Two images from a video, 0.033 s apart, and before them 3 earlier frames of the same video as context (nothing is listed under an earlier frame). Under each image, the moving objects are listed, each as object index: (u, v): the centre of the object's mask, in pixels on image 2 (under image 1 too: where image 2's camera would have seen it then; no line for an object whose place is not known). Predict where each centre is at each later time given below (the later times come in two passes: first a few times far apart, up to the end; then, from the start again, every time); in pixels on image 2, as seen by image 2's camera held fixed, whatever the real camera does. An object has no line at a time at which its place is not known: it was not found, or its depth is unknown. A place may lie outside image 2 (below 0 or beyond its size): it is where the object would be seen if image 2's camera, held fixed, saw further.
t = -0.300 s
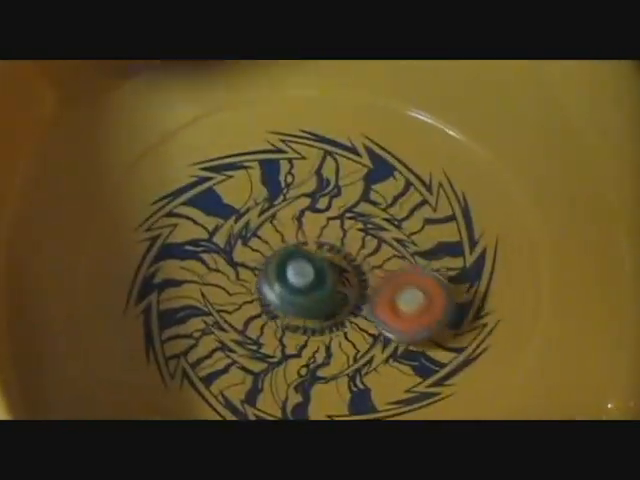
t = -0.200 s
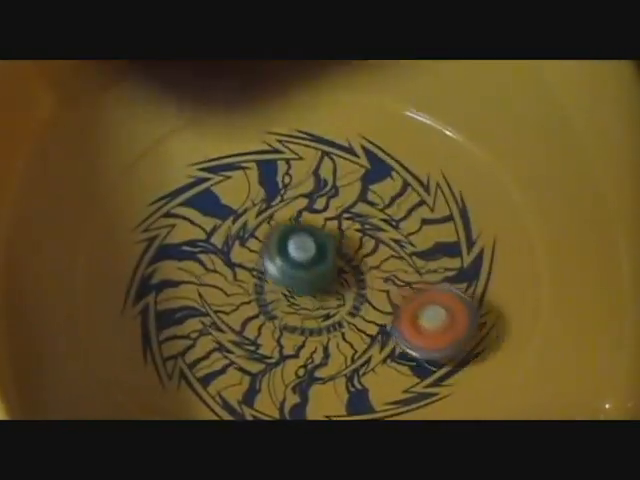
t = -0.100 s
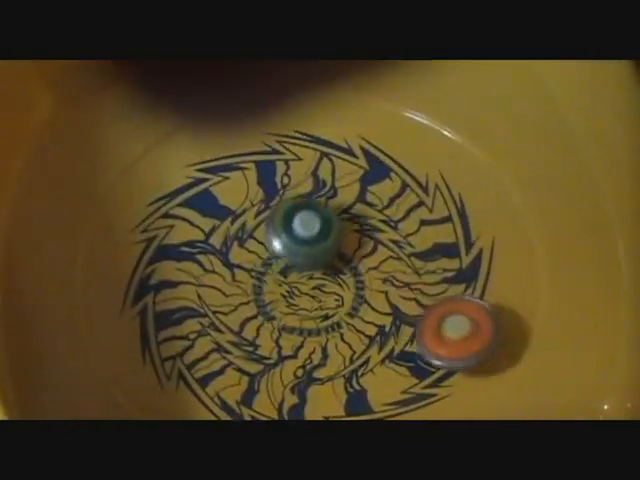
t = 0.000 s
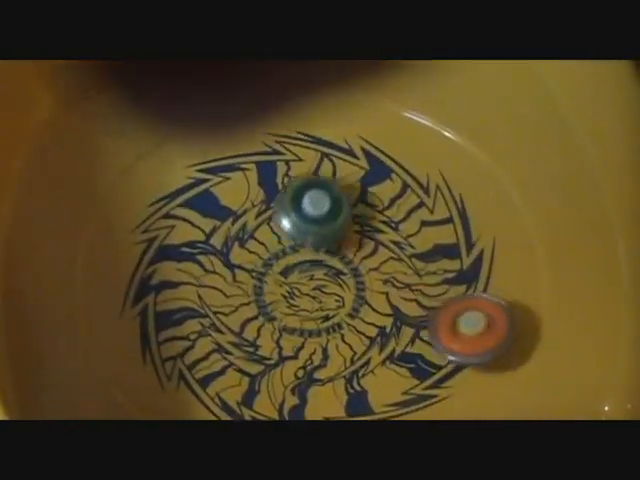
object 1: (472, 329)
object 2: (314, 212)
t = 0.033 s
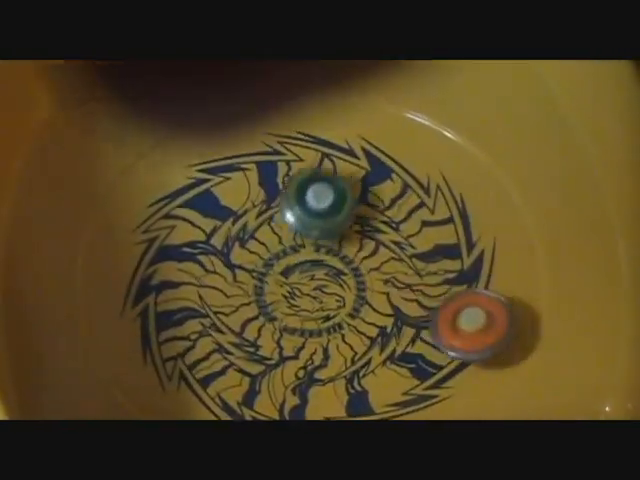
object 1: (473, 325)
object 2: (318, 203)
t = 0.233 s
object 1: (412, 302)
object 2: (342, 172)
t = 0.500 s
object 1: (307, 304)
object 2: (370, 164)
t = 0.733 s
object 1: (221, 318)
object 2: (383, 186)
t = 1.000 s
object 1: (179, 348)
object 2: (373, 237)
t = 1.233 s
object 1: (242, 323)
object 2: (341, 283)
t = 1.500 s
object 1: (243, 247)
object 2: (335, 311)
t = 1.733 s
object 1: (229, 186)
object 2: (296, 316)
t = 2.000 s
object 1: (218, 174)
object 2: (251, 298)
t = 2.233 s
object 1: (272, 210)
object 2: (236, 275)
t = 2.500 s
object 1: (372, 195)
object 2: (229, 269)
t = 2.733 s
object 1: (426, 175)
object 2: (253, 255)
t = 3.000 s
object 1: (404, 198)
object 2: (298, 249)
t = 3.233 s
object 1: (389, 262)
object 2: (289, 261)
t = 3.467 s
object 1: (348, 313)
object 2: (272, 277)
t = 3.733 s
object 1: (280, 356)
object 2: (256, 283)
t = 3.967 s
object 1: (222, 379)
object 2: (254, 282)
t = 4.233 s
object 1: (220, 370)
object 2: (270, 273)
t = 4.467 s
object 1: (227, 321)
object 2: (315, 245)
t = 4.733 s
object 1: (213, 264)
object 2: (356, 220)
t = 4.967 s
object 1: (207, 218)
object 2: (377, 222)
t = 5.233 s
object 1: (234, 205)
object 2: (380, 242)
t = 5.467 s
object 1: (291, 201)
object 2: (360, 265)
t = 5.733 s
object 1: (349, 186)
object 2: (318, 283)
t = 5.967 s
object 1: (362, 193)
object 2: (273, 286)
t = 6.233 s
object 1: (366, 245)
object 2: (243, 271)
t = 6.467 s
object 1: (388, 290)
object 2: (240, 254)
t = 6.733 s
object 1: (399, 304)
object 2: (264, 238)
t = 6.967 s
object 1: (354, 303)
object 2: (302, 236)
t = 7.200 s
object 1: (306, 333)
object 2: (333, 235)
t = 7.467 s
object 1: (293, 353)
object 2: (357, 256)
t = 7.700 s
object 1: (281, 327)
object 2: (371, 269)
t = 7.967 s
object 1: (217, 314)
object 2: (376, 268)
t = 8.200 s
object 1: (209, 304)
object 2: (351, 269)
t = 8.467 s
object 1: (233, 260)
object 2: (338, 265)
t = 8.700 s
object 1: (266, 223)
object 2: (344, 255)
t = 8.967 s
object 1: (318, 197)
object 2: (352, 256)
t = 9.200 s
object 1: (354, 212)
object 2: (350, 282)
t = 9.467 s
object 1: (352, 254)
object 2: (320, 322)
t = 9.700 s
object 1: (337, 253)
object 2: (273, 347)
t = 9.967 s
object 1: (279, 246)
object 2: (243, 325)
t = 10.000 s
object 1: (271, 244)
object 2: (243, 320)
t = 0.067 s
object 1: (469, 322)
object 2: (323, 196)
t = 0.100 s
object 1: (463, 317)
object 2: (325, 192)
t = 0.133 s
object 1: (454, 312)
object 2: (329, 186)
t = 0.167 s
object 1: (441, 307)
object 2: (333, 181)
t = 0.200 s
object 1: (430, 305)
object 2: (337, 176)
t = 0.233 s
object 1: (412, 302)
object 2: (342, 172)
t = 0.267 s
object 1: (399, 301)
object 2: (345, 169)
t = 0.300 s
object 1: (386, 302)
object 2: (348, 166)
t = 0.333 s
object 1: (373, 302)
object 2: (352, 164)
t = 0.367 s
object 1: (358, 303)
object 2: (355, 163)
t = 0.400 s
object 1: (345, 302)
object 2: (360, 162)
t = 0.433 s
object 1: (329, 303)
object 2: (364, 163)
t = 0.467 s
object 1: (318, 304)
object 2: (368, 163)
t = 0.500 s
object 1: (307, 304)
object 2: (370, 164)
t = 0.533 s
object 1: (293, 309)
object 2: (372, 165)
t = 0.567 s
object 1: (278, 309)
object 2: (375, 168)
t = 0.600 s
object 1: (266, 311)
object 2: (377, 170)
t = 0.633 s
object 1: (254, 312)
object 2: (378, 172)
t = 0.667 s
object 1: (242, 314)
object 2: (380, 176)
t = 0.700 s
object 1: (231, 316)
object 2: (382, 182)
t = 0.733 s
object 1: (221, 318)
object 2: (383, 186)
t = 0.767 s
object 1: (210, 321)
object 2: (383, 191)
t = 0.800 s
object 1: (199, 323)
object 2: (383, 196)
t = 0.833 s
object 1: (191, 328)
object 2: (383, 202)
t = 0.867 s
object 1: (186, 331)
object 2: (381, 206)
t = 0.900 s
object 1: (182, 336)
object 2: (380, 214)
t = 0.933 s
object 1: (177, 340)
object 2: (378, 222)
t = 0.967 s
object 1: (176, 345)
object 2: (375, 229)
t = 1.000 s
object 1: (179, 348)
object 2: (373, 237)
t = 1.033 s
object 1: (184, 350)
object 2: (371, 243)
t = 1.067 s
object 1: (191, 351)
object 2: (367, 250)
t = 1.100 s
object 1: (198, 350)
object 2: (364, 255)
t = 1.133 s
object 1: (210, 346)
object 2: (358, 264)
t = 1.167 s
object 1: (223, 338)
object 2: (354, 271)
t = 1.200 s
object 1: (235, 331)
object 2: (348, 278)
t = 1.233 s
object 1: (242, 323)
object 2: (341, 283)
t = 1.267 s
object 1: (248, 316)
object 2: (335, 290)
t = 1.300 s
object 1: (247, 306)
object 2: (338, 294)
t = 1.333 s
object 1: (245, 297)
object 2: (343, 298)
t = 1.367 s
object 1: (245, 286)
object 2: (345, 301)
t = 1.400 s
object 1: (246, 277)
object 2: (344, 304)
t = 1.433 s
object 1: (245, 267)
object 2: (342, 307)
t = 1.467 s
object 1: (245, 257)
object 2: (340, 309)
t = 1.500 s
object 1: (243, 247)
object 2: (335, 311)
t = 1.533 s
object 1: (242, 237)
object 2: (330, 313)
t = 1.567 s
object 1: (241, 229)
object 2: (325, 315)
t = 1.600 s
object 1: (241, 220)
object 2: (320, 315)
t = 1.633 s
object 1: (236, 210)
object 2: (315, 316)
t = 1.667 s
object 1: (233, 201)
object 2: (308, 317)
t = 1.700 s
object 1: (233, 195)
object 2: (302, 317)
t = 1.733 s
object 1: (229, 186)
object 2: (296, 316)
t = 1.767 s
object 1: (226, 180)
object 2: (288, 314)
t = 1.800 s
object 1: (223, 174)
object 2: (282, 313)
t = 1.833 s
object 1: (219, 170)
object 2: (277, 311)
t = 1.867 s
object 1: (219, 170)
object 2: (268, 308)
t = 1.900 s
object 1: (218, 170)
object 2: (265, 306)
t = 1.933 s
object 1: (217, 170)
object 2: (261, 305)
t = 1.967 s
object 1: (216, 171)
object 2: (256, 302)
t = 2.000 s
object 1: (218, 174)
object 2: (251, 298)
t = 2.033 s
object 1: (221, 180)
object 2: (249, 295)
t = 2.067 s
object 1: (227, 184)
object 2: (246, 292)
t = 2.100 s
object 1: (234, 191)
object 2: (244, 288)
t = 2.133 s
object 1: (241, 196)
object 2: (241, 285)
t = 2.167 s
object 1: (250, 201)
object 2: (239, 281)
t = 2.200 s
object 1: (260, 206)
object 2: (238, 276)
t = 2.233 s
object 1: (272, 210)
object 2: (236, 275)
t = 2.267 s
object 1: (290, 207)
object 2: (232, 277)
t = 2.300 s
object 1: (306, 206)
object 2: (228, 278)
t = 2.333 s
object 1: (320, 204)
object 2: (226, 278)
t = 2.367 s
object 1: (330, 203)
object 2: (226, 277)
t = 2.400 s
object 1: (341, 200)
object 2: (226, 275)
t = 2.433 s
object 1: (351, 198)
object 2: (226, 273)
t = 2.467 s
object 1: (363, 197)
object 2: (227, 271)
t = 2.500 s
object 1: (372, 195)
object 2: (229, 269)
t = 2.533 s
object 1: (383, 192)
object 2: (230, 266)
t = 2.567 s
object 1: (393, 189)
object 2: (233, 264)
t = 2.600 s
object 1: (401, 186)
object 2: (237, 262)
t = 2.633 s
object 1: (409, 183)
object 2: (240, 260)
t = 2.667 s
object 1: (417, 180)
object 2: (243, 258)
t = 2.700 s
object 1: (423, 178)
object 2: (248, 257)
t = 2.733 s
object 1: (426, 175)
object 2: (253, 255)
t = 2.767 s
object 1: (428, 174)
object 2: (257, 254)
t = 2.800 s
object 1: (428, 174)
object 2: (263, 253)
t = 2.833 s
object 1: (428, 174)
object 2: (267, 251)
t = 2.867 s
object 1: (425, 176)
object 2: (273, 250)
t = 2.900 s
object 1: (421, 178)
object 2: (280, 250)
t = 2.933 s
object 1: (417, 183)
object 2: (286, 249)
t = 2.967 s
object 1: (409, 190)
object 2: (292, 248)
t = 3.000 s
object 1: (404, 198)
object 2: (298, 249)
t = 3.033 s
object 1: (395, 208)
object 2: (305, 250)
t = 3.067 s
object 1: (391, 218)
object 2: (312, 249)
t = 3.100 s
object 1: (390, 226)
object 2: (308, 251)
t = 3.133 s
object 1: (389, 236)
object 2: (307, 254)
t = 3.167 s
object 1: (387, 244)
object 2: (305, 257)
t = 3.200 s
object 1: (388, 253)
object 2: (297, 261)
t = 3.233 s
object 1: (389, 262)
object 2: (289, 261)
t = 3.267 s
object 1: (390, 270)
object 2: (283, 262)
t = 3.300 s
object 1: (386, 278)
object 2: (280, 263)
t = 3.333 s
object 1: (381, 286)
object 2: (278, 266)
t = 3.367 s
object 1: (374, 292)
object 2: (276, 268)
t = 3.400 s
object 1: (365, 299)
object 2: (275, 271)
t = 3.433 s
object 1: (357, 305)
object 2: (274, 273)
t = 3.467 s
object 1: (348, 313)
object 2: (272, 277)
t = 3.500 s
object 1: (339, 318)
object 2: (271, 280)
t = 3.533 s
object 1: (331, 323)
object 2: (269, 282)
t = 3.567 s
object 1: (323, 332)
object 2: (267, 281)
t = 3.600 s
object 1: (315, 337)
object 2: (264, 282)
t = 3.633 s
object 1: (306, 343)
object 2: (262, 282)
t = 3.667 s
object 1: (299, 347)
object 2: (260, 282)
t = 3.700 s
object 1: (290, 351)
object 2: (258, 283)
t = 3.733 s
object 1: (280, 356)
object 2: (256, 283)
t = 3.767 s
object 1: (271, 360)
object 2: (255, 283)
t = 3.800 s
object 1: (263, 364)
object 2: (254, 283)
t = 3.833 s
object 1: (253, 368)
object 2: (254, 283)
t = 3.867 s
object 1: (244, 372)
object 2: (253, 283)
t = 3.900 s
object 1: (235, 374)
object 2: (253, 283)
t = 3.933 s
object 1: (228, 376)
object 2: (253, 283)
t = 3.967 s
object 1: (222, 379)
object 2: (254, 282)
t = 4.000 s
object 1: (216, 381)
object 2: (254, 282)
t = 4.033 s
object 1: (214, 382)
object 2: (255, 281)
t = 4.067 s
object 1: (211, 382)
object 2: (257, 279)
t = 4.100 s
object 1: (211, 382)
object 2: (259, 278)
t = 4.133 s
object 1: (211, 381)
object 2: (261, 277)
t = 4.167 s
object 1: (213, 379)
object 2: (264, 275)
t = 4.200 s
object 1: (216, 375)
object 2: (267, 274)
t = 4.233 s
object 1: (220, 370)
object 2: (270, 273)
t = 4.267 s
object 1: (224, 362)
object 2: (273, 271)
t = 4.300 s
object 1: (229, 352)
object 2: (276, 270)
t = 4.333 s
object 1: (235, 341)
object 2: (278, 269)
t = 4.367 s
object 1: (239, 333)
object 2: (282, 268)
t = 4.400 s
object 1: (237, 327)
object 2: (289, 266)
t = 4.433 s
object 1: (232, 326)
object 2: (304, 254)
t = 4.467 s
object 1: (227, 321)
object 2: (315, 245)
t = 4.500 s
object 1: (225, 316)
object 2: (326, 239)
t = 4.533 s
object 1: (223, 309)
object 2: (332, 234)
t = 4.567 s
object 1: (222, 302)
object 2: (336, 231)
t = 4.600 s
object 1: (220, 293)
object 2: (340, 228)
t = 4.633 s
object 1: (219, 287)
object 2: (343, 226)
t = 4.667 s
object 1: (216, 279)
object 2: (348, 224)
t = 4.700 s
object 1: (215, 272)
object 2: (353, 222)
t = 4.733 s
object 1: (213, 264)
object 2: (356, 220)
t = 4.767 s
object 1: (210, 256)
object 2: (360, 220)
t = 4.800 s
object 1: (210, 248)
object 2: (363, 219)
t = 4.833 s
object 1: (209, 241)
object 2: (367, 219)
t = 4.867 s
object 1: (207, 234)
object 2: (369, 219)
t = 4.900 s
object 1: (206, 228)
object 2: (372, 220)
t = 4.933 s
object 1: (206, 223)
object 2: (374, 221)
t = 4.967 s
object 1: (207, 218)
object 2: (377, 222)
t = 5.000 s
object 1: (208, 214)
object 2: (379, 224)
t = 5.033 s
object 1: (209, 211)
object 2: (380, 226)
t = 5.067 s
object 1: (212, 209)
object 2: (382, 228)
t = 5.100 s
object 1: (214, 207)
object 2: (382, 230)
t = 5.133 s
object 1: (217, 207)
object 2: (382, 233)
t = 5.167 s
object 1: (222, 206)
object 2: (382, 235)
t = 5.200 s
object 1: (228, 206)
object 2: (380, 238)
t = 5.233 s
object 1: (234, 205)
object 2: (380, 242)
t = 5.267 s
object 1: (241, 205)
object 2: (378, 245)
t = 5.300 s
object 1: (249, 205)
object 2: (376, 248)
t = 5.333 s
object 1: (255, 205)
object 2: (374, 251)
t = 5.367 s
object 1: (264, 205)
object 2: (371, 254)
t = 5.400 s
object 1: (273, 204)
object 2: (368, 256)
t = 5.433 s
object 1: (282, 203)
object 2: (365, 261)
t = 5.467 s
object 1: (291, 201)
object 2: (360, 265)
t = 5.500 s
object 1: (300, 199)
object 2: (356, 268)
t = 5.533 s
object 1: (308, 197)
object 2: (348, 271)
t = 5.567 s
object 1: (316, 196)
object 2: (343, 275)
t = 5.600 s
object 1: (325, 193)
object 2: (338, 277)
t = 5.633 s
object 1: (331, 191)
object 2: (332, 279)
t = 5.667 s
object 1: (338, 189)
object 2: (327, 281)
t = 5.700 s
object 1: (344, 188)
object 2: (323, 282)
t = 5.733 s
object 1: (349, 186)
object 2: (318, 283)
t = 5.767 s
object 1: (355, 184)
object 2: (311, 286)
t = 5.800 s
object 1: (358, 184)
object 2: (304, 288)
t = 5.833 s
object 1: (359, 184)
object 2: (297, 288)
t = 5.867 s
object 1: (360, 185)
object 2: (291, 288)
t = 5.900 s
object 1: (361, 186)
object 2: (287, 287)
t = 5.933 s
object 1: (361, 189)
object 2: (278, 287)
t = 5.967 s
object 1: (362, 193)
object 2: (273, 286)
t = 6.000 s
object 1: (362, 197)
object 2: (267, 284)
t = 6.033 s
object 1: (362, 201)
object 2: (264, 283)
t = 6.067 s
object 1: (361, 208)
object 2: (260, 282)
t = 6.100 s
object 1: (360, 215)
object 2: (256, 280)
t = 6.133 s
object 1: (361, 222)
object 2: (252, 278)
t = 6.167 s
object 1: (363, 230)
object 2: (249, 276)
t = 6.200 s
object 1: (364, 238)
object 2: (245, 273)
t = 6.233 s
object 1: (366, 245)
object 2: (243, 271)
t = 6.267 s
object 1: (368, 253)
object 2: (241, 268)
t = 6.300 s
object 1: (371, 259)
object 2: (241, 267)
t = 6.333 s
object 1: (374, 266)
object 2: (238, 263)
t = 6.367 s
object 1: (378, 272)
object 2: (239, 261)
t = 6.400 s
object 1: (381, 279)
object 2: (239, 259)
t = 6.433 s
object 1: (384, 285)
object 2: (239, 257)
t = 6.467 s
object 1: (388, 290)
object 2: (240, 254)
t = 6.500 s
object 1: (393, 295)
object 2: (241, 251)
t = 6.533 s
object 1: (397, 299)
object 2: (244, 248)
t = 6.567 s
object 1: (399, 301)
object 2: (245, 246)
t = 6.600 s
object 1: (400, 303)
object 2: (248, 243)
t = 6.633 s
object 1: (401, 304)
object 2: (252, 242)
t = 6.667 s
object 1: (401, 304)
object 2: (255, 240)
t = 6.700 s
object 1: (401, 304)
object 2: (260, 239)
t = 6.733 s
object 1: (399, 304)
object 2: (264, 238)
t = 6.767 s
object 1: (396, 303)
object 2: (268, 237)
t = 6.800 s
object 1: (391, 303)
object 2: (273, 236)
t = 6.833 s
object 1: (385, 302)
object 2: (279, 236)
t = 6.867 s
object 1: (379, 302)
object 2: (285, 235)
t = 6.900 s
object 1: (371, 302)
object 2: (291, 235)
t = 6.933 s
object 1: (363, 302)
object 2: (296, 236)
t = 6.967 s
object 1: (354, 303)
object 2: (302, 236)
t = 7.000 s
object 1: (346, 303)
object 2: (307, 236)
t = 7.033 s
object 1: (337, 309)
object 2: (312, 235)
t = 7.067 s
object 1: (329, 313)
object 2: (316, 232)
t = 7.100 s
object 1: (323, 319)
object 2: (322, 233)
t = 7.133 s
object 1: (317, 322)
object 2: (326, 233)
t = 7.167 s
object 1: (311, 329)
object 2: (330, 234)
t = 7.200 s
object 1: (306, 333)
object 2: (333, 235)
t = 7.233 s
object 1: (301, 338)
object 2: (338, 237)
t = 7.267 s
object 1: (297, 343)
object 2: (341, 239)
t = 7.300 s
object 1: (295, 347)
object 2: (344, 242)
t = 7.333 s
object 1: (291, 351)
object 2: (347, 244)
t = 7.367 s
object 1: (292, 353)
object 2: (350, 246)
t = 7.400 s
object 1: (292, 353)
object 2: (352, 249)
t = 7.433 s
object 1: (292, 354)
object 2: (353, 251)
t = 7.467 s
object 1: (293, 353)
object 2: (357, 256)
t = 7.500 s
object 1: (294, 352)
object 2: (358, 259)
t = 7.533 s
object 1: (296, 349)
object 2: (359, 262)
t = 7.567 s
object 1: (298, 346)
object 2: (359, 265)
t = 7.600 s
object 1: (298, 340)
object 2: (359, 268)
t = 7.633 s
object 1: (298, 334)
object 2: (359, 271)
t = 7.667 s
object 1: (295, 328)
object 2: (360, 273)
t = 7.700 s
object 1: (281, 327)
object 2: (371, 269)
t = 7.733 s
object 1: (270, 325)
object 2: (380, 266)
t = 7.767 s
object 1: (262, 324)
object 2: (384, 264)
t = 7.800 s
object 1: (250, 322)
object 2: (385, 265)
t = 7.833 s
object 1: (245, 320)
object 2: (385, 265)
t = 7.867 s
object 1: (235, 318)
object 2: (384, 266)
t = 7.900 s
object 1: (229, 317)
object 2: (382, 267)
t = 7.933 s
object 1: (222, 316)
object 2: (378, 267)
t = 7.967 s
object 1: (217, 314)
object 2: (376, 268)
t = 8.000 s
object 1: (211, 313)
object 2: (374, 268)
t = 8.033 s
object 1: (207, 311)
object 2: (371, 268)
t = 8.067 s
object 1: (206, 310)
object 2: (367, 269)
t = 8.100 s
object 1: (206, 309)
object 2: (365, 269)
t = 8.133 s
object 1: (206, 308)
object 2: (359, 269)
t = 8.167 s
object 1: (207, 306)
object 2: (355, 269)
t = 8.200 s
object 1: (209, 304)
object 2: (351, 269)
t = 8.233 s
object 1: (213, 301)
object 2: (347, 269)
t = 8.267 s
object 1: (218, 296)
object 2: (340, 269)
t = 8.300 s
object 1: (224, 291)
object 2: (336, 268)
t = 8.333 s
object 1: (230, 286)
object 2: (331, 268)
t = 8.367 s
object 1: (236, 280)
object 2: (327, 267)
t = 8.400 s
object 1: (237, 275)
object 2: (327, 266)
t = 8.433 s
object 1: (234, 267)
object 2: (330, 265)
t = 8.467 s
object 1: (233, 260)
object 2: (338, 265)
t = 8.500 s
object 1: (234, 255)
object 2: (342, 265)
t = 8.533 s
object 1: (239, 249)
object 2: (343, 264)
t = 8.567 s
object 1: (243, 244)
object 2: (344, 263)
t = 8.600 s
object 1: (250, 237)
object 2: (344, 261)
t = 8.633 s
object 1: (255, 233)
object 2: (344, 259)
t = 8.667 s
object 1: (260, 228)
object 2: (344, 256)
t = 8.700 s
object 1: (266, 223)
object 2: (344, 255)
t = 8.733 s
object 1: (272, 219)
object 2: (344, 252)
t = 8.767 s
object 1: (277, 214)
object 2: (344, 251)
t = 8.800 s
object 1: (282, 208)
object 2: (346, 252)
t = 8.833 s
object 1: (289, 205)
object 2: (348, 254)
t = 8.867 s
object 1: (297, 202)
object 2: (349, 254)
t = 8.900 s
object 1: (303, 200)
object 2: (350, 255)
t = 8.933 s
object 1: (310, 199)
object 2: (351, 255)
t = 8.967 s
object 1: (318, 197)
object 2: (352, 256)
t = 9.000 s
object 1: (326, 196)
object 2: (353, 261)
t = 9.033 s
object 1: (331, 195)
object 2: (353, 263)
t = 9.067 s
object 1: (337, 196)
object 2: (353, 266)
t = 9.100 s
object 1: (341, 198)
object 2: (353, 269)
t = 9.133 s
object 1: (346, 204)
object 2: (353, 272)
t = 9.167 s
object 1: (350, 209)
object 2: (352, 276)
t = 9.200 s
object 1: (354, 212)
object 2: (350, 282)
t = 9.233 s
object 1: (357, 215)
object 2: (346, 290)
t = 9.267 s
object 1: (359, 219)
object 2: (344, 297)
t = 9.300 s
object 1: (360, 224)
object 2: (341, 302)
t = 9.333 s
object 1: (360, 230)
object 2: (338, 307)
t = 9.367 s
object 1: (359, 236)
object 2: (335, 310)
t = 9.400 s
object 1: (358, 242)
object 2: (331, 314)
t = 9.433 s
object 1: (355, 248)
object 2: (326, 318)
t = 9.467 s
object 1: (352, 254)
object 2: (320, 322)
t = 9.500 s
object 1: (349, 259)
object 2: (316, 325)
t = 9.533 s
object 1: (344, 265)
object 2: (311, 327)
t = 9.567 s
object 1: (343, 264)
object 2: (303, 332)
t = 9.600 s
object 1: (342, 261)
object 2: (294, 340)
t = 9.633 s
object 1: (342, 257)
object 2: (284, 344)
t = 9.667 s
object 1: (341, 255)
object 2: (279, 347)
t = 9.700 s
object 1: (337, 253)
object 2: (273, 347)
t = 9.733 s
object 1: (332, 253)
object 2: (269, 346)
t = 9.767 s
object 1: (324, 253)
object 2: (264, 344)
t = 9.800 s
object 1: (317, 252)
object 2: (256, 342)
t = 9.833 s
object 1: (309, 251)
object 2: (254, 340)
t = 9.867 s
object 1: (302, 251)
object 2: (248, 336)
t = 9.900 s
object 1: (294, 249)
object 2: (247, 333)
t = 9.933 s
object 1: (287, 247)
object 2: (245, 330)
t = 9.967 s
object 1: (279, 246)
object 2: (243, 325)
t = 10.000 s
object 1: (271, 244)
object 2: (243, 320)
